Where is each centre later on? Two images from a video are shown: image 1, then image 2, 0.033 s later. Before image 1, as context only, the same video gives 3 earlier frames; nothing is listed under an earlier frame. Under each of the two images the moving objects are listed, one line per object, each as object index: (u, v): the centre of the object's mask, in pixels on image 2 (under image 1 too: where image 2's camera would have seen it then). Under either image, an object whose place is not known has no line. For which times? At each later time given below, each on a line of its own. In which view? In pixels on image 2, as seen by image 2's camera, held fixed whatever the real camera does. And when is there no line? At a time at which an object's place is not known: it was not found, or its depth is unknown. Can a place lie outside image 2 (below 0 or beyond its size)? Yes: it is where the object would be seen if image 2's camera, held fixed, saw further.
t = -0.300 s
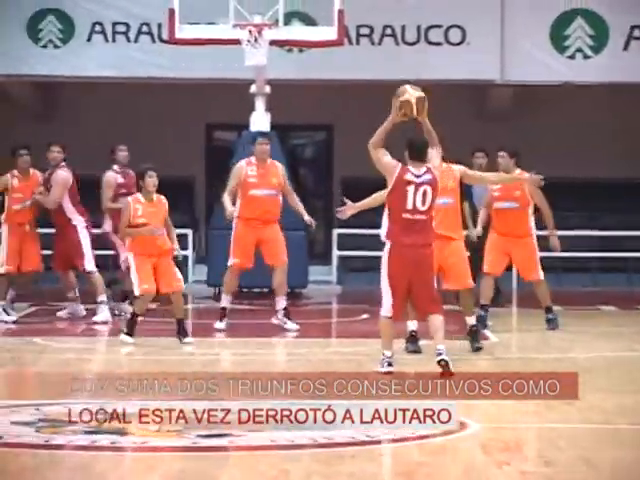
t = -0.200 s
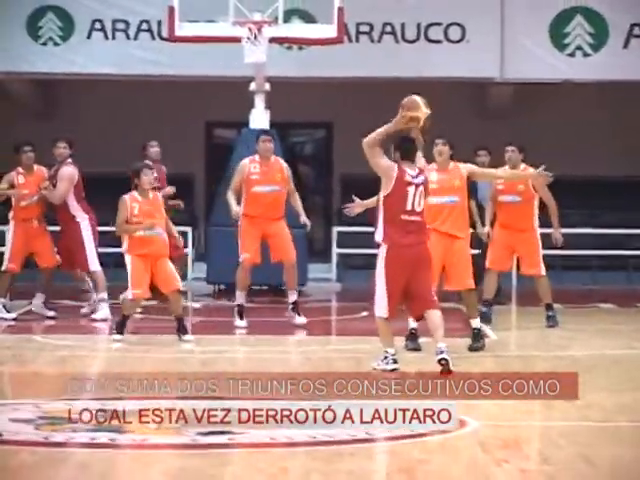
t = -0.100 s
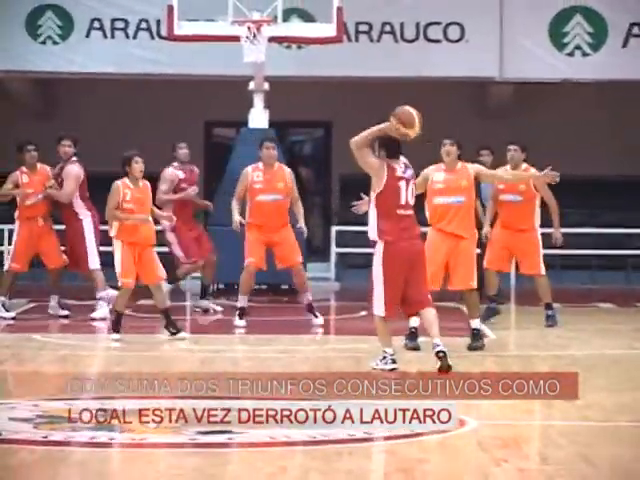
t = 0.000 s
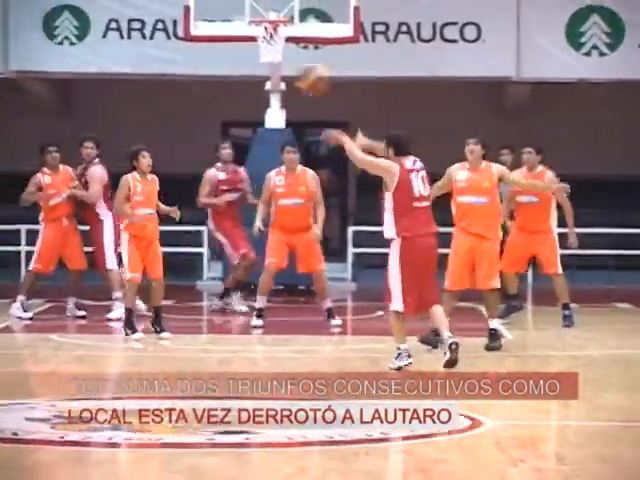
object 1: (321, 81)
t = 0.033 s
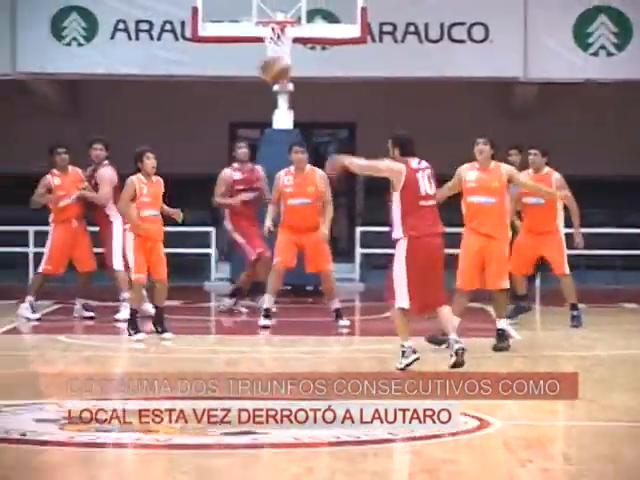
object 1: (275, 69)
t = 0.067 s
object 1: (234, 63)
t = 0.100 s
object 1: (191, 56)
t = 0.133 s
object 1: (150, 52)
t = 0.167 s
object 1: (112, 48)
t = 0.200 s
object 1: (72, 46)
